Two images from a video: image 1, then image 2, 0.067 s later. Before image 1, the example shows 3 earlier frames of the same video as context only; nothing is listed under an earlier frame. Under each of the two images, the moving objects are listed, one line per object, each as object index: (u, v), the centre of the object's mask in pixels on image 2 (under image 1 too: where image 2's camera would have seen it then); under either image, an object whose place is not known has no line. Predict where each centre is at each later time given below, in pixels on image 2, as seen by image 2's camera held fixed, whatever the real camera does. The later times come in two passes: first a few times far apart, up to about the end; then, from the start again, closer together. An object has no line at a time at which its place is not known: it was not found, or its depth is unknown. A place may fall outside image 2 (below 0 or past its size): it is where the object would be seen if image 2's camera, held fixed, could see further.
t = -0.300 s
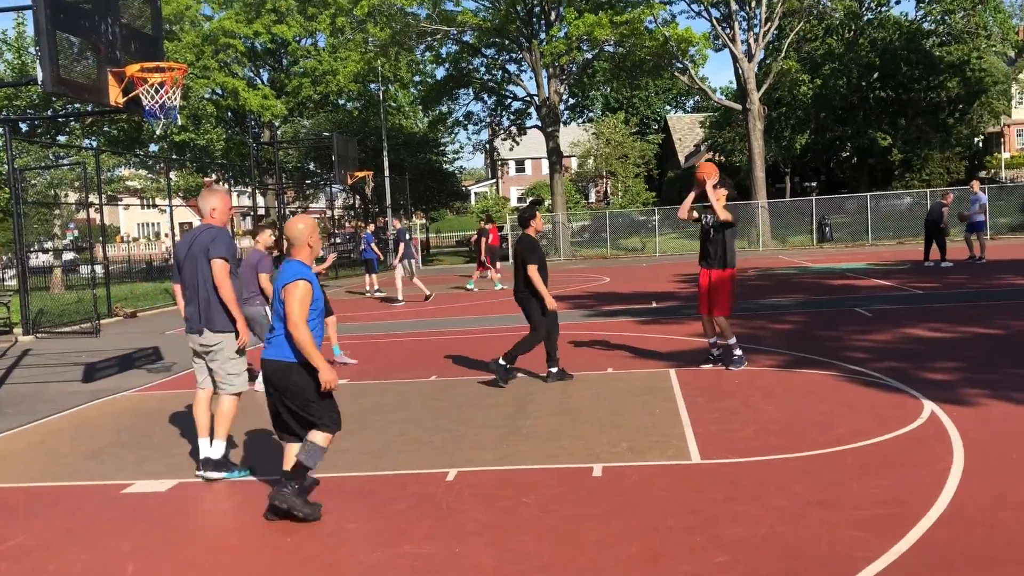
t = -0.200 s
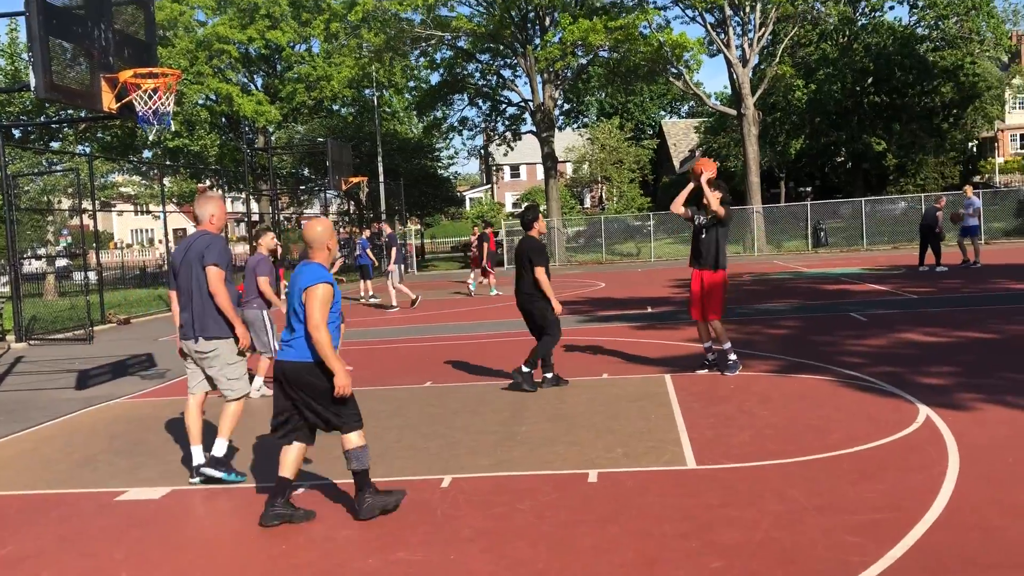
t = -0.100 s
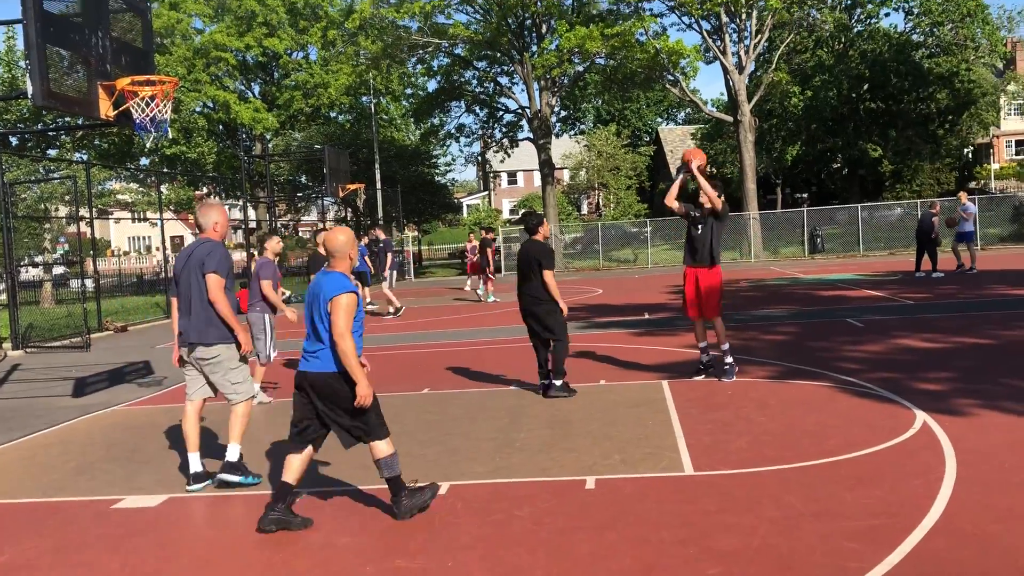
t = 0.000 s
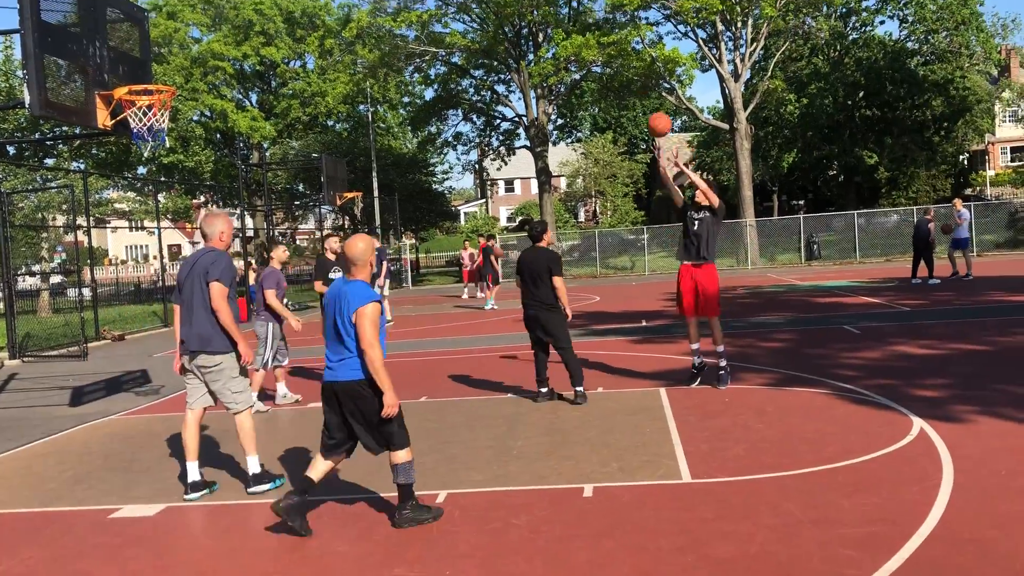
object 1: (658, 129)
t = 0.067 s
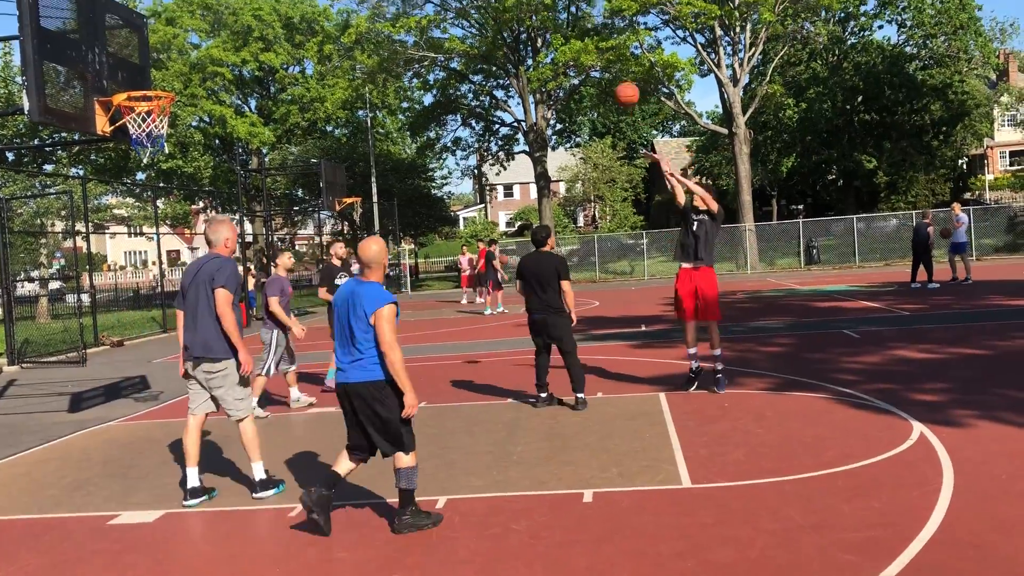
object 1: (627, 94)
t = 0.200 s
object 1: (563, 36)
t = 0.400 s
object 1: (465, -18)
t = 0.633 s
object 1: (347, -30)
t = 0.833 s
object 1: (244, 5)
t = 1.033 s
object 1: (141, 81)
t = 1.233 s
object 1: (136, 60)
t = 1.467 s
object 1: (200, 60)
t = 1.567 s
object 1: (226, 78)
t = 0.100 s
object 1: (611, 78)
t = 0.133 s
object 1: (595, 63)
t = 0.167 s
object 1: (579, 49)
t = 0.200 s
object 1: (563, 36)
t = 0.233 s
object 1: (547, 25)
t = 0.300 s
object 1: (515, 3)
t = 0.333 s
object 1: (498, -6)
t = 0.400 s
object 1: (465, -18)
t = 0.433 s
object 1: (449, -21)
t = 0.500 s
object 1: (415, -27)
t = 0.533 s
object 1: (398, -29)
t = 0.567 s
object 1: (381, -30)
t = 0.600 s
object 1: (365, -30)
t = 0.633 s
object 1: (347, -30)
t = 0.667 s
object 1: (330, -29)
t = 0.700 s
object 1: (313, -26)
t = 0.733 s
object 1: (296, -20)
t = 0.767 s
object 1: (278, -13)
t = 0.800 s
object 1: (261, -5)
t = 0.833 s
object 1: (244, 5)
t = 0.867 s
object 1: (226, 16)
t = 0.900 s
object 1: (209, 29)
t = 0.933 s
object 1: (191, 43)
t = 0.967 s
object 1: (173, 58)
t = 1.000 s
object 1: (155, 75)
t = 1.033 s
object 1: (141, 81)
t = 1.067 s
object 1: (130, 82)
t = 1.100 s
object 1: (119, 84)
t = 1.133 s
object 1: (113, 80)
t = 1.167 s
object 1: (118, 73)
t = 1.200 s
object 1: (127, 66)
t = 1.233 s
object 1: (136, 60)
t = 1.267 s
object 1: (145, 56)
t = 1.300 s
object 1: (154, 54)
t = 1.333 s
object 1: (163, 53)
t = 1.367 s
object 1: (173, 52)
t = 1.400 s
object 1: (182, 54)
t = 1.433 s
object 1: (191, 57)
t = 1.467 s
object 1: (200, 60)
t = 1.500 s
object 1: (209, 65)
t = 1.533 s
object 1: (218, 71)
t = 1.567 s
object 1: (226, 78)
